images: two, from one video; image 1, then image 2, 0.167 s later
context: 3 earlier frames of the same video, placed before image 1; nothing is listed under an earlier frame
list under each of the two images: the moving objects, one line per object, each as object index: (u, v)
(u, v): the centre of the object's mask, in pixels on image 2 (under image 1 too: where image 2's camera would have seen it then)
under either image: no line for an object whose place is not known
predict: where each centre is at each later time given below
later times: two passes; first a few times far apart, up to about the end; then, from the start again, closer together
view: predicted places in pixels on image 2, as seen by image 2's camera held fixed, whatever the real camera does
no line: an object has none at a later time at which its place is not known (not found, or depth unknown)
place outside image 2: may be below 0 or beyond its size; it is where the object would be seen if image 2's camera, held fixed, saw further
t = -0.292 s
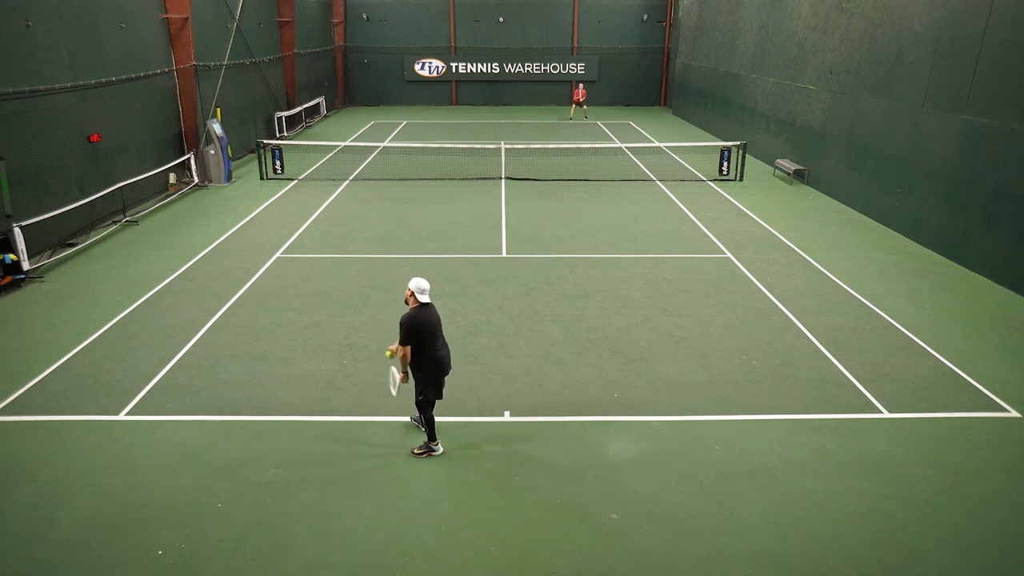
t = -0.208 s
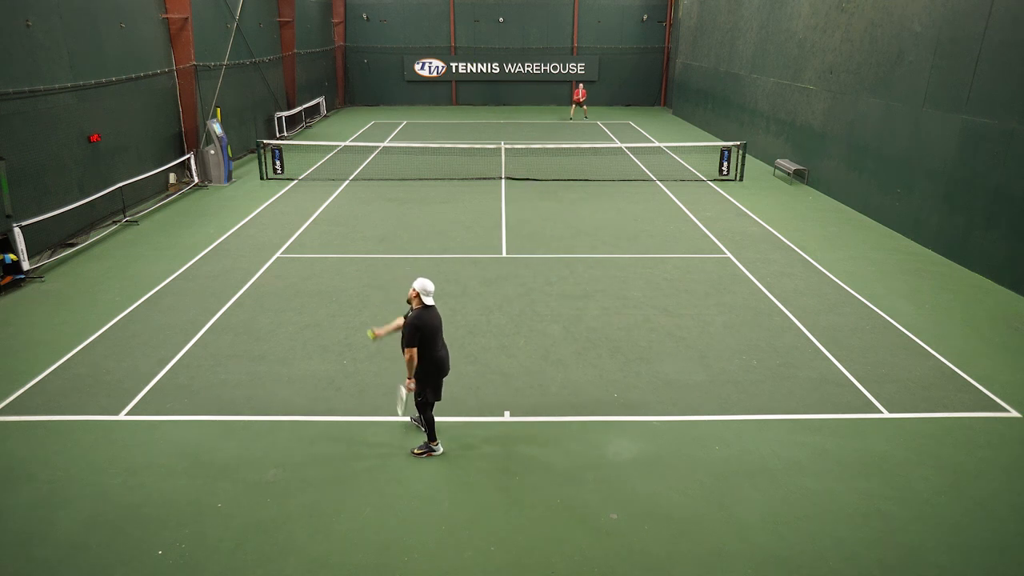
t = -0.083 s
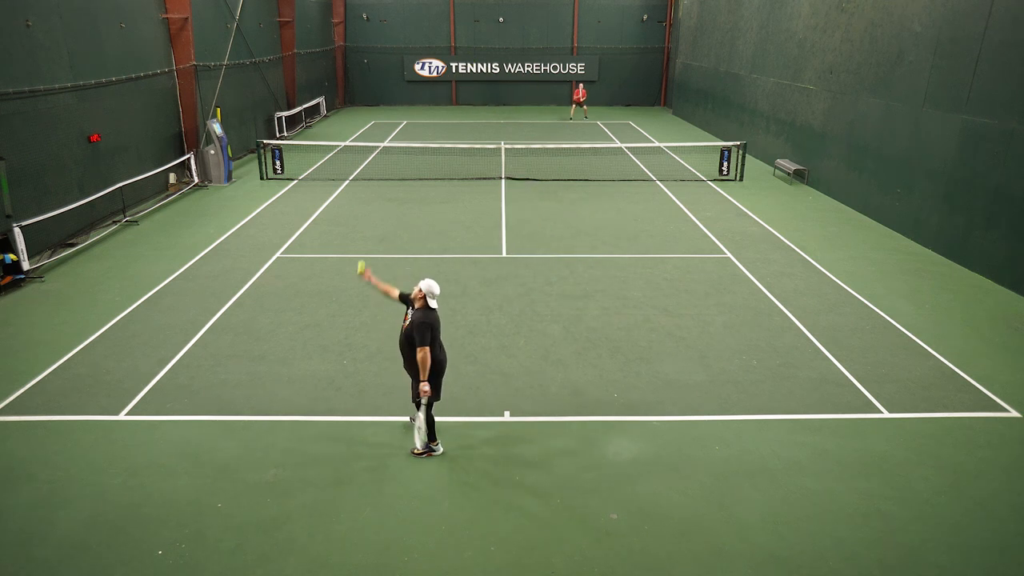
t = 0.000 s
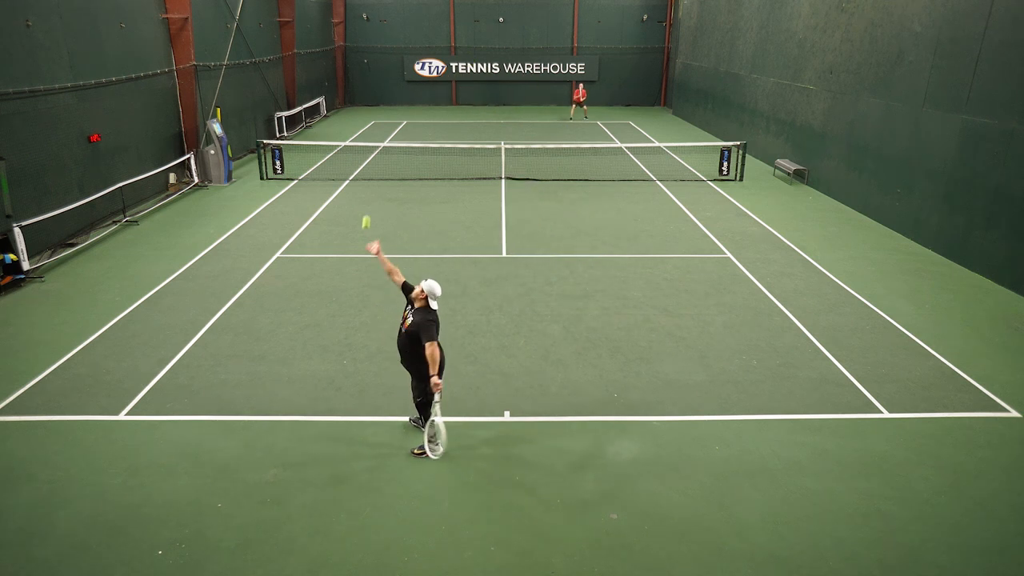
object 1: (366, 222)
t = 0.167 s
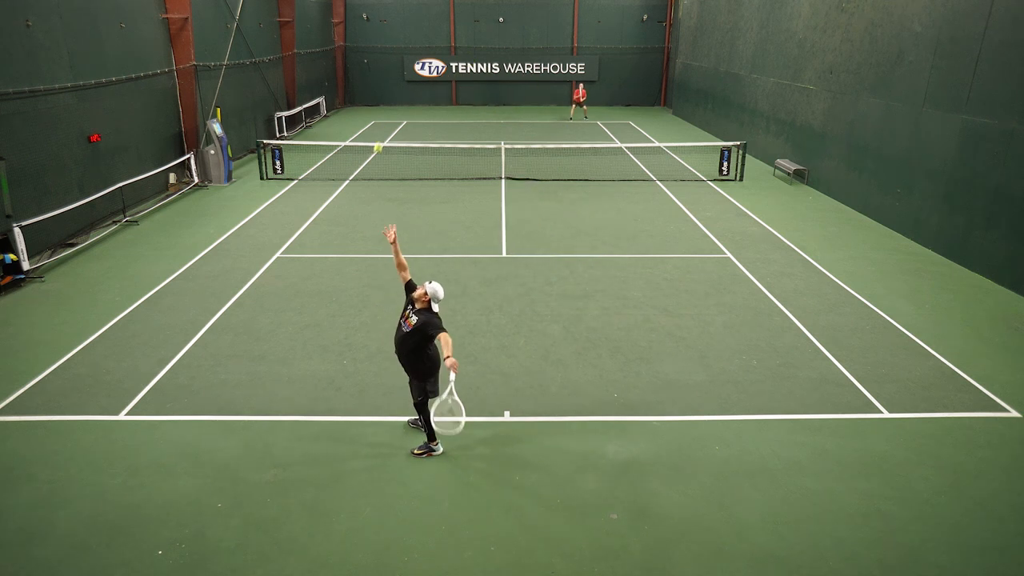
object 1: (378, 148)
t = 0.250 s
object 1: (385, 119)
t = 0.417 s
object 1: (400, 84)
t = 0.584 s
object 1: (417, 80)
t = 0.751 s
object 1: (435, 107)
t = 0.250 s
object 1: (385, 119)
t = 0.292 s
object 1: (388, 108)
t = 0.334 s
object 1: (392, 98)
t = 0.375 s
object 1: (396, 90)
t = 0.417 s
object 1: (400, 84)
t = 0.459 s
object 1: (404, 80)
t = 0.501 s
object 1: (408, 78)
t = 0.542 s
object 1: (412, 78)
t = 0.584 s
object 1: (417, 80)
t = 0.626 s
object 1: (421, 84)
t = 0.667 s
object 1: (426, 90)
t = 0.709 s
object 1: (431, 98)
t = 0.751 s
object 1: (435, 107)
